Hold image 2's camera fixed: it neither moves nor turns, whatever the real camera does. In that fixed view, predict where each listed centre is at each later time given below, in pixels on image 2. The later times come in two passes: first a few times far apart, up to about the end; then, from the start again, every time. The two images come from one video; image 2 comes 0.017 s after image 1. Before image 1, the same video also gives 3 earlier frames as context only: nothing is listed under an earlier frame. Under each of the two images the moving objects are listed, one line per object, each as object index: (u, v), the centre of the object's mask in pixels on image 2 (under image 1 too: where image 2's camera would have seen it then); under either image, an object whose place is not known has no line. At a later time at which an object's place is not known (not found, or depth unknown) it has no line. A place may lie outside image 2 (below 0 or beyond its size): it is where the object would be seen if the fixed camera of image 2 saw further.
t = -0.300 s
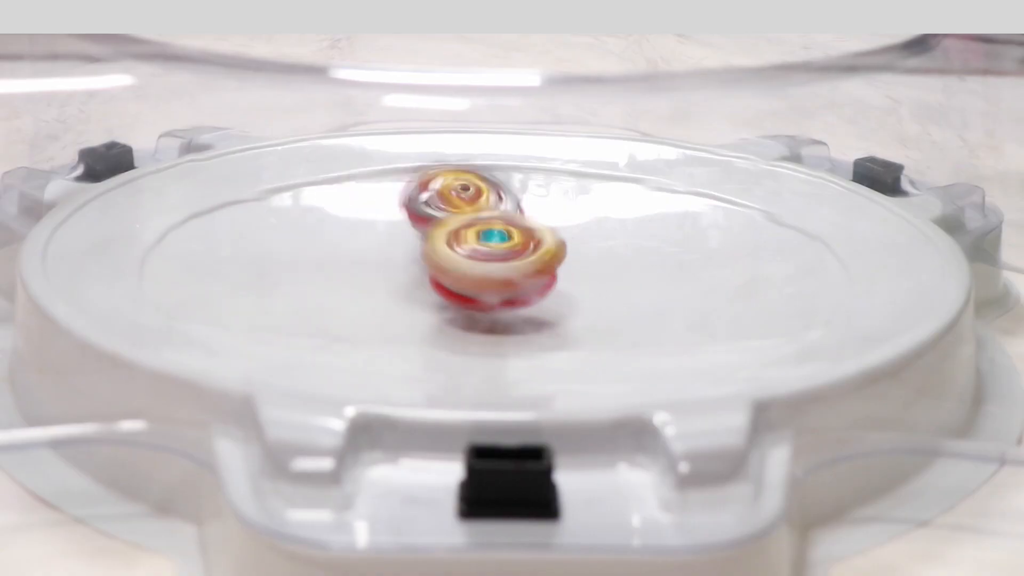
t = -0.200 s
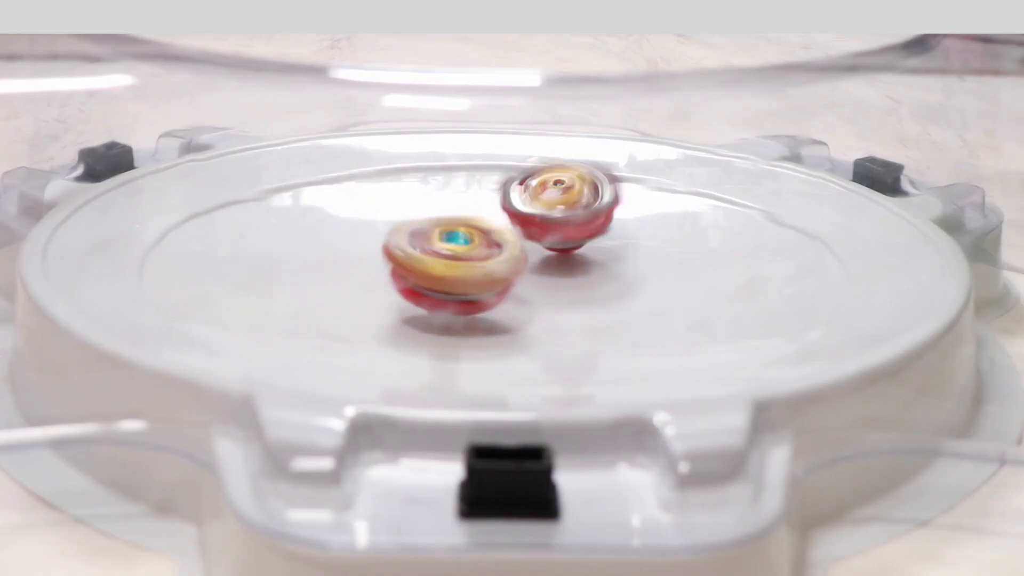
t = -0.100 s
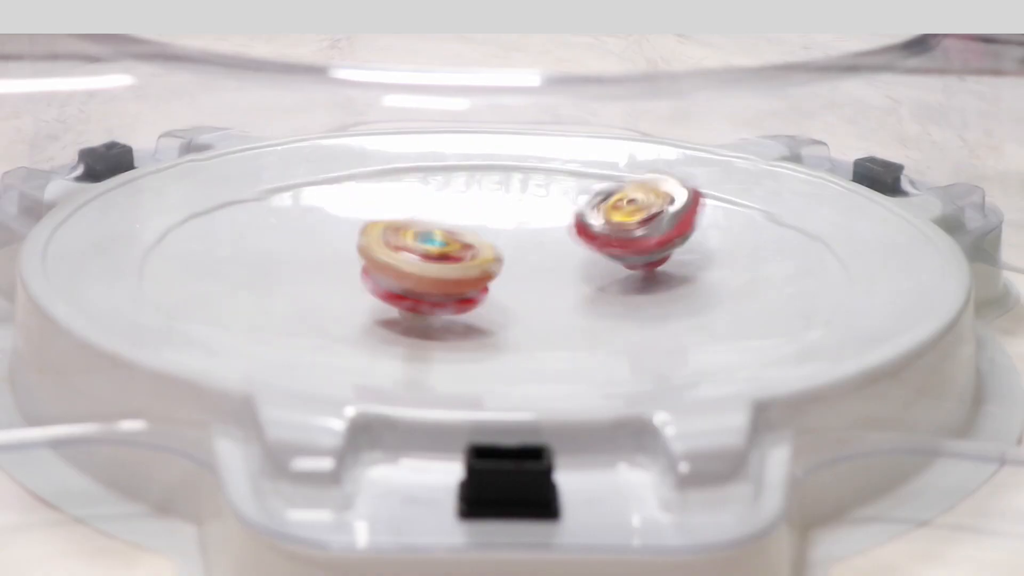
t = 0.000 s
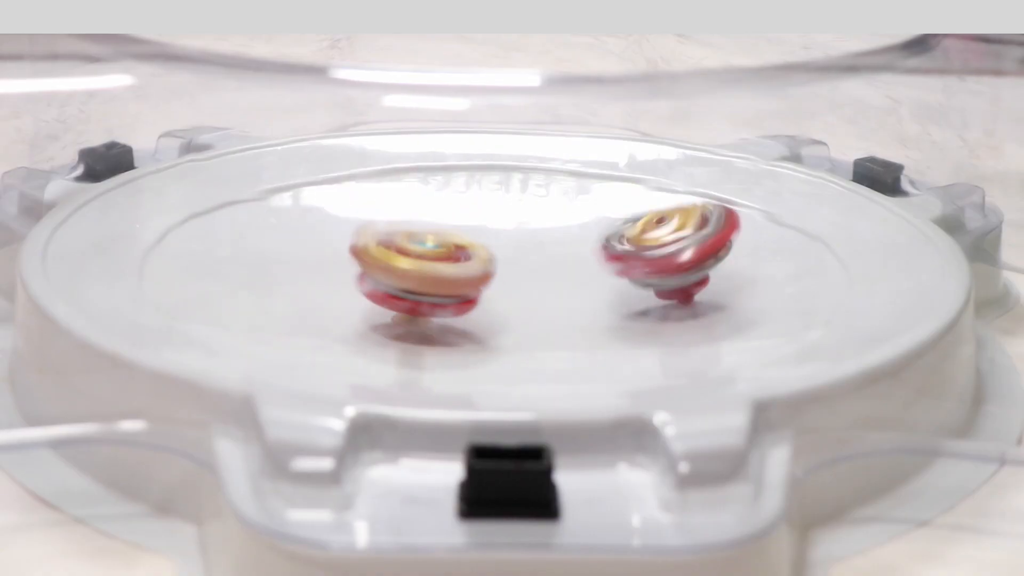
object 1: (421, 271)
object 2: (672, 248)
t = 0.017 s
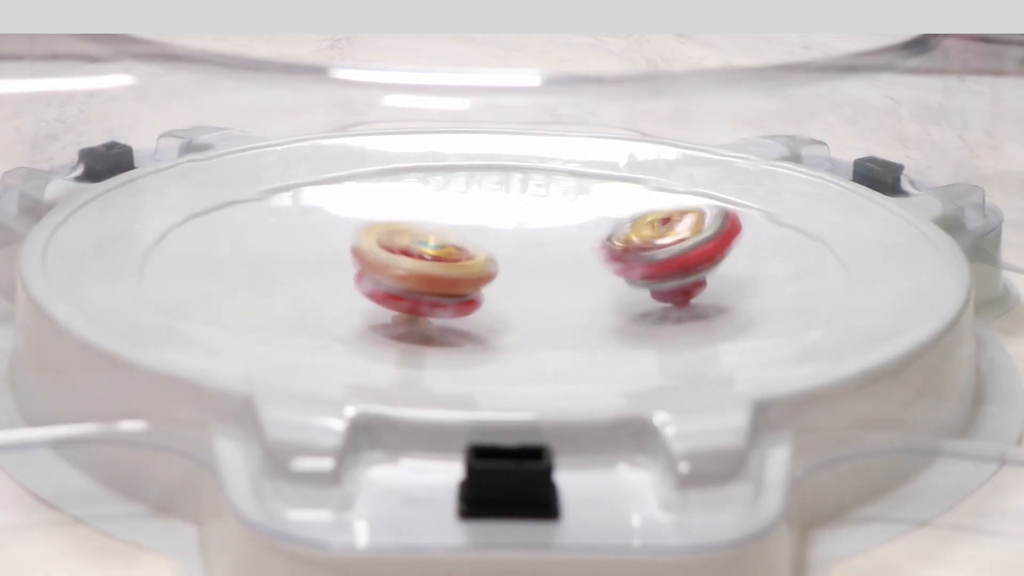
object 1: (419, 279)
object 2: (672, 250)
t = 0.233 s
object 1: (360, 240)
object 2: (665, 307)
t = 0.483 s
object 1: (426, 214)
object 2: (416, 275)
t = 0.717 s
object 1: (519, 209)
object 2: (391, 252)
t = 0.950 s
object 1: (578, 244)
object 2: (454, 261)
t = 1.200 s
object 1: (570, 255)
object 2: (474, 289)
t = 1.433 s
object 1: (577, 254)
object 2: (386, 270)
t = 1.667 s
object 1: (574, 277)
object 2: (474, 217)
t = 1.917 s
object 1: (568, 302)
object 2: (523, 228)
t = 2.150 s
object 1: (535, 297)
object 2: (457, 235)
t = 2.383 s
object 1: (497, 294)
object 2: (442, 208)
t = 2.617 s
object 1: (452, 305)
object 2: (440, 237)
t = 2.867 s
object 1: (532, 292)
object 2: (373, 218)
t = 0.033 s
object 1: (421, 281)
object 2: (671, 257)
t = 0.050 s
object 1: (424, 283)
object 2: (668, 263)
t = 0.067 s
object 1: (429, 286)
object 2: (664, 268)
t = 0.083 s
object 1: (432, 286)
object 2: (656, 274)
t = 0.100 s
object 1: (437, 287)
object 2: (646, 281)
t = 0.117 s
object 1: (438, 288)
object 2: (640, 282)
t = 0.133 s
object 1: (444, 279)
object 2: (626, 288)
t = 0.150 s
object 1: (451, 280)
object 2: (611, 292)
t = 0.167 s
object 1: (453, 289)
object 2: (600, 296)
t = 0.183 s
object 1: (418, 266)
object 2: (630, 300)
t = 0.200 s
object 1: (387, 263)
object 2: (656, 301)
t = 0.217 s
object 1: (374, 259)
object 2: (663, 306)
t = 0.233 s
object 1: (360, 240)
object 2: (665, 307)
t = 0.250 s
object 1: (357, 232)
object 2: (660, 309)
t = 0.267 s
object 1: (361, 229)
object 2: (657, 309)
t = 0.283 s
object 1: (368, 226)
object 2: (643, 310)
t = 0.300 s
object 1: (375, 224)
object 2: (624, 311)
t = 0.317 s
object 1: (376, 223)
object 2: (612, 311)
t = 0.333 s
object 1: (382, 221)
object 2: (590, 310)
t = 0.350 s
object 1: (388, 219)
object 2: (567, 309)
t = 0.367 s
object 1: (391, 221)
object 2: (554, 308)
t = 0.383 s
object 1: (396, 220)
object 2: (529, 306)
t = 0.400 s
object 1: (401, 219)
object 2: (503, 301)
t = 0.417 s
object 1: (405, 219)
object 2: (491, 299)
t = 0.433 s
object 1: (410, 218)
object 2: (466, 294)
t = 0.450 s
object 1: (416, 217)
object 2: (444, 286)
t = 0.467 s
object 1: (417, 217)
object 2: (432, 282)
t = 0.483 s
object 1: (426, 214)
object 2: (416, 275)
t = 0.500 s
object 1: (439, 210)
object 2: (396, 279)
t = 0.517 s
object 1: (445, 207)
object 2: (386, 280)
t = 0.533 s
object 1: (460, 202)
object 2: (368, 280)
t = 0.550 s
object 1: (477, 201)
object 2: (357, 280)
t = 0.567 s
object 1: (481, 200)
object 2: (352, 279)
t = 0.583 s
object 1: (493, 199)
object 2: (347, 275)
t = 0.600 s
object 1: (503, 199)
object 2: (346, 271)
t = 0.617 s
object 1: (504, 200)
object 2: (345, 270)
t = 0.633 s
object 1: (510, 194)
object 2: (349, 266)
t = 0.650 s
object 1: (515, 197)
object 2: (356, 262)
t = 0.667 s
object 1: (514, 200)
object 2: (361, 261)
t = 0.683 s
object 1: (518, 202)
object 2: (372, 257)
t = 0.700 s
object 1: (519, 208)
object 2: (383, 255)
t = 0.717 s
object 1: (519, 209)
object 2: (391, 252)
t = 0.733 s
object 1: (520, 224)
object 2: (405, 248)
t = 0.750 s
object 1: (536, 215)
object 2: (399, 245)
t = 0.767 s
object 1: (542, 214)
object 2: (398, 246)
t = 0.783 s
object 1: (552, 216)
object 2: (401, 246)
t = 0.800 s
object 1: (554, 220)
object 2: (409, 247)
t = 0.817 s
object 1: (559, 229)
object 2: (413, 247)
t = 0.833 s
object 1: (559, 227)
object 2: (423, 247)
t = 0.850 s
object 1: (560, 233)
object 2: (436, 247)
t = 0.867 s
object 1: (566, 234)
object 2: (438, 248)
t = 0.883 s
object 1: (569, 234)
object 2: (437, 252)
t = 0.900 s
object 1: (572, 231)
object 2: (439, 254)
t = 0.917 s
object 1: (573, 237)
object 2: (442, 254)
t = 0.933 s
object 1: (576, 240)
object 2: (448, 257)
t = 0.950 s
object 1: (578, 244)
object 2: (454, 261)
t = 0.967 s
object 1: (580, 243)
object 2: (458, 263)
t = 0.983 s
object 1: (591, 245)
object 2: (447, 269)
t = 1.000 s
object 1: (593, 243)
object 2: (443, 274)
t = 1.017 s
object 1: (595, 246)
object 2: (442, 277)
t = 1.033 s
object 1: (592, 246)
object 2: (441, 283)
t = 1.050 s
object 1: (590, 245)
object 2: (441, 286)
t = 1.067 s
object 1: (587, 246)
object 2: (440, 288)
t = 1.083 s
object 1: (586, 248)
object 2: (444, 290)
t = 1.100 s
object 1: (583, 249)
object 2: (448, 292)
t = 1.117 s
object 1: (582, 251)
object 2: (447, 294)
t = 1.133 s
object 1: (580, 257)
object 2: (451, 294)
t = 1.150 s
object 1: (578, 259)
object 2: (457, 294)
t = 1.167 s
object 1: (576, 259)
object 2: (460, 293)
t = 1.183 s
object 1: (574, 261)
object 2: (465, 292)
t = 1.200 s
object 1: (570, 255)
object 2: (474, 289)
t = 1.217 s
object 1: (575, 260)
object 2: (462, 293)
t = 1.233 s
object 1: (583, 254)
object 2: (435, 296)
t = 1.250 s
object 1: (588, 246)
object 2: (418, 296)
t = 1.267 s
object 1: (588, 246)
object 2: (409, 296)
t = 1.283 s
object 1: (592, 249)
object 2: (394, 295)
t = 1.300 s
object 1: (588, 246)
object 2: (384, 294)
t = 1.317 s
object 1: (589, 246)
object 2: (380, 293)
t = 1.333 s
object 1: (587, 245)
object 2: (376, 291)
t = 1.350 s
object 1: (586, 246)
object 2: (376, 289)
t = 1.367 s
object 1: (585, 246)
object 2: (373, 288)
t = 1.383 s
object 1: (582, 248)
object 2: (375, 283)
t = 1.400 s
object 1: (582, 250)
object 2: (378, 277)
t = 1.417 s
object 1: (579, 252)
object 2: (378, 275)
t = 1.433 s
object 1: (577, 254)
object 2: (386, 270)
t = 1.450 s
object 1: (572, 256)
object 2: (393, 266)
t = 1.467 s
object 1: (570, 257)
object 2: (399, 264)
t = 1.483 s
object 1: (565, 258)
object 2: (411, 258)
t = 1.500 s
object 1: (565, 256)
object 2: (416, 252)
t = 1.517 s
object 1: (572, 259)
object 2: (416, 249)
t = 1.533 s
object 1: (574, 261)
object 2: (418, 243)
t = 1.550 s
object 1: (573, 258)
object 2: (426, 236)
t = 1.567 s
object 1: (571, 254)
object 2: (430, 235)
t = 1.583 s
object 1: (573, 267)
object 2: (438, 231)
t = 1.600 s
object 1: (571, 259)
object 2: (446, 225)
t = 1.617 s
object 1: (571, 261)
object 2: (449, 225)
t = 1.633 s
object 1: (573, 262)
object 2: (459, 221)
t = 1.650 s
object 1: (571, 265)
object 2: (470, 218)
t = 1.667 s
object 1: (574, 277)
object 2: (474, 217)
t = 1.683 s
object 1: (570, 272)
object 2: (485, 216)
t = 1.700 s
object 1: (571, 281)
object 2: (498, 215)
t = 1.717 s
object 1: (571, 275)
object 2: (503, 214)
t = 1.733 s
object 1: (576, 281)
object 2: (510, 211)
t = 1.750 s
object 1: (581, 291)
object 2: (516, 211)
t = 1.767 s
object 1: (580, 292)
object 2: (519, 212)
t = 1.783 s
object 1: (579, 295)
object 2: (524, 213)
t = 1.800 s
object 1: (579, 296)
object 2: (524, 216)
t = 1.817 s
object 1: (577, 298)
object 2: (527, 217)
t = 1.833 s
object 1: (575, 299)
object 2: (528, 221)
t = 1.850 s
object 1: (569, 294)
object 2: (531, 226)
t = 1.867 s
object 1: (567, 299)
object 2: (532, 227)
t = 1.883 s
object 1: (566, 297)
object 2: (534, 231)
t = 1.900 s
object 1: (568, 300)
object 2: (526, 228)
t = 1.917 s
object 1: (568, 302)
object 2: (523, 228)
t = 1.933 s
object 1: (568, 302)
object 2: (519, 226)
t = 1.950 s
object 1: (568, 300)
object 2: (511, 230)
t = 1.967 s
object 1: (565, 301)
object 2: (506, 228)
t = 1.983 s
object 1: (562, 301)
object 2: (502, 231)
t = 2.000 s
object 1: (560, 300)
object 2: (496, 231)
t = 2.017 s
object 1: (557, 300)
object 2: (494, 232)
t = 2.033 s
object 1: (552, 300)
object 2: (489, 232)
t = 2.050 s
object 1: (549, 300)
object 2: (485, 233)
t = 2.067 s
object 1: (546, 301)
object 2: (483, 234)
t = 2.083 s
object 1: (538, 302)
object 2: (478, 234)
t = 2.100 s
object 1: (535, 300)
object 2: (475, 234)
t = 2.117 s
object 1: (534, 299)
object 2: (474, 235)
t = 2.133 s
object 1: (529, 296)
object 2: (468, 235)
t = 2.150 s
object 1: (535, 297)
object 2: (457, 235)
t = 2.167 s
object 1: (541, 300)
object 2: (452, 234)
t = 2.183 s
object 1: (548, 299)
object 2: (446, 228)
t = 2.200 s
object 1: (549, 299)
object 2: (435, 219)
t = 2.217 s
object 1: (545, 300)
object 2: (432, 215)
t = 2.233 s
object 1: (539, 300)
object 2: (426, 210)
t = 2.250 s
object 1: (534, 300)
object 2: (423, 203)
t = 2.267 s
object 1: (532, 300)
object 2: (422, 203)
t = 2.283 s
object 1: (529, 299)
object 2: (422, 199)
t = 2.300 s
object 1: (523, 297)
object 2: (423, 198)
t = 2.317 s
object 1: (519, 297)
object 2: (424, 199)
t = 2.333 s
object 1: (512, 297)
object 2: (426, 201)
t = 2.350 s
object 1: (505, 296)
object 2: (431, 205)
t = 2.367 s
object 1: (502, 295)
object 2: (434, 206)
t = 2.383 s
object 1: (497, 294)
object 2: (442, 208)
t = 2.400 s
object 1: (491, 291)
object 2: (446, 211)
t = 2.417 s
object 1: (487, 290)
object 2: (451, 213)
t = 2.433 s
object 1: (479, 289)
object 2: (462, 216)
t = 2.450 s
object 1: (476, 295)
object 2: (469, 216)
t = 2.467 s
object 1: (474, 298)
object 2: (470, 220)
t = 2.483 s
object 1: (470, 303)
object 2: (474, 220)
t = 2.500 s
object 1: (465, 305)
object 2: (473, 222)
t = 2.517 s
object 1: (462, 305)
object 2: (474, 222)
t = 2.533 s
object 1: (457, 306)
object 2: (469, 226)
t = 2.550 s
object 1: (455, 306)
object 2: (463, 229)
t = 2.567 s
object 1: (454, 306)
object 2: (459, 230)
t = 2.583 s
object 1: (454, 306)
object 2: (453, 234)
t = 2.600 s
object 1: (453, 305)
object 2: (444, 236)
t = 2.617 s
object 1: (452, 305)
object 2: (440, 237)
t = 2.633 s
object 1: (451, 305)
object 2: (423, 240)
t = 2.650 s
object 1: (455, 306)
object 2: (410, 240)
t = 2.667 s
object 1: (458, 302)
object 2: (401, 243)
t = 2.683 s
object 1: (464, 302)
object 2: (395, 244)
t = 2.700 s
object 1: (467, 302)
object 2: (391, 245)
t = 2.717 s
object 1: (468, 303)
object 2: (390, 244)
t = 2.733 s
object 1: (472, 300)
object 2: (388, 243)
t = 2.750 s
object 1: (476, 292)
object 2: (393, 242)
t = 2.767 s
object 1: (479, 291)
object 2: (395, 240)
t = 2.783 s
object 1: (486, 297)
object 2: (393, 241)
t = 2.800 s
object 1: (509, 297)
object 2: (380, 237)
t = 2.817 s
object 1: (516, 298)
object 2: (376, 232)
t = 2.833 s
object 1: (525, 296)
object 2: (371, 224)
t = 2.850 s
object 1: (530, 293)
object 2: (372, 220)
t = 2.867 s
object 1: (532, 292)
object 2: (373, 218)
